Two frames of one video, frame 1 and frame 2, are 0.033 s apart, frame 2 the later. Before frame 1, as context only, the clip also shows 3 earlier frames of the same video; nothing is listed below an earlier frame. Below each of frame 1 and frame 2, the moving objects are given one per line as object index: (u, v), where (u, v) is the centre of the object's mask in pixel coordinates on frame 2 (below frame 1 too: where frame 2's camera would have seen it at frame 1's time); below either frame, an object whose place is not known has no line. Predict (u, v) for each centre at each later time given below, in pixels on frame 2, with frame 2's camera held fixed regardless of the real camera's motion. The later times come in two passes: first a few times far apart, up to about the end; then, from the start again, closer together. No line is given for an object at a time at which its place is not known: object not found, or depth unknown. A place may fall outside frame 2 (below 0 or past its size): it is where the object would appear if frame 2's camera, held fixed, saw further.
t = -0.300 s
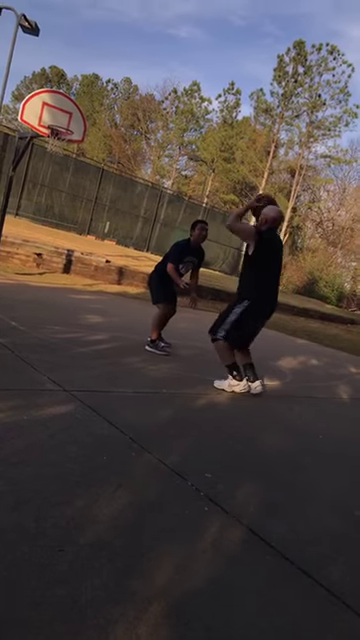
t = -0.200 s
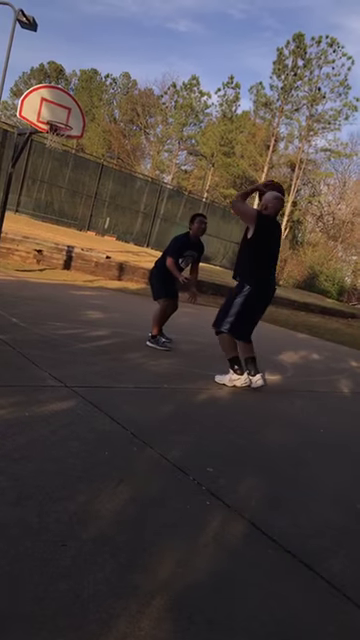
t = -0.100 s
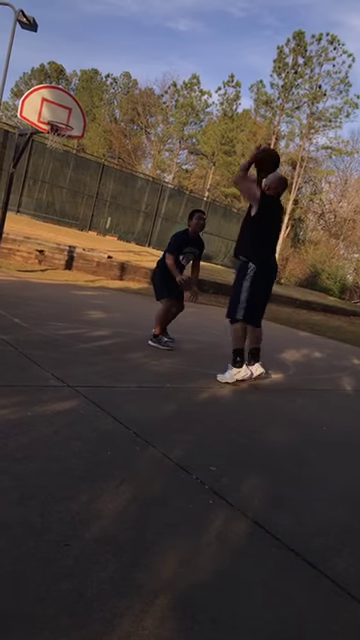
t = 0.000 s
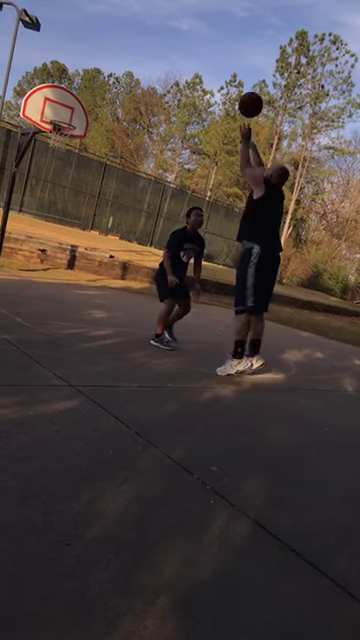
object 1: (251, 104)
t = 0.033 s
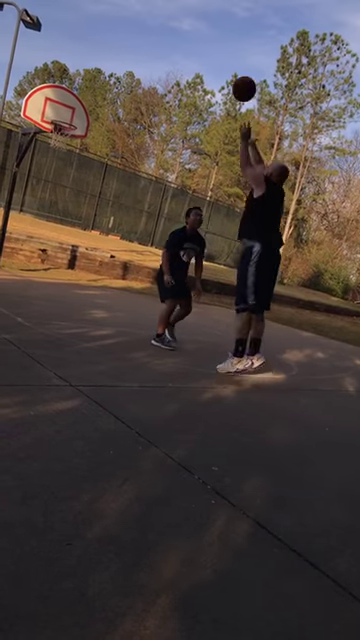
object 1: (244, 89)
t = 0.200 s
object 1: (208, 35)
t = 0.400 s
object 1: (169, 13)
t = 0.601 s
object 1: (132, 24)
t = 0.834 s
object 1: (93, 63)
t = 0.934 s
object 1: (77, 86)
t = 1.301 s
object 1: (65, 138)
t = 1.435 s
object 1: (55, 146)
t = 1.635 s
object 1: (35, 175)
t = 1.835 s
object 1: (12, 226)
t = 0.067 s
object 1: (236, 75)
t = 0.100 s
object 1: (229, 62)
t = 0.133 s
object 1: (222, 52)
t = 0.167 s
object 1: (215, 43)
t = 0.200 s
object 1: (208, 35)
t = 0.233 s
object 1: (201, 29)
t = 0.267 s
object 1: (194, 23)
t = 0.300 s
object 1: (188, 19)
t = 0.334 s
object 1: (181, 16)
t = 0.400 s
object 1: (169, 13)
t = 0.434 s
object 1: (162, 13)
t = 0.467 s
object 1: (156, 14)
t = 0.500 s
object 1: (150, 15)
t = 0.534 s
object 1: (144, 17)
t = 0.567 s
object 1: (138, 20)
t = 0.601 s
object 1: (132, 24)
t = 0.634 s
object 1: (127, 28)
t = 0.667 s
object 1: (121, 32)
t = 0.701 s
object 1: (115, 37)
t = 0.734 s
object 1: (109, 43)
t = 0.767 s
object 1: (104, 49)
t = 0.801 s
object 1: (99, 56)
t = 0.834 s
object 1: (93, 63)
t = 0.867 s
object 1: (88, 70)
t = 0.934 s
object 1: (77, 86)
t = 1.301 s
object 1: (65, 138)
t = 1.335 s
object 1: (63, 139)
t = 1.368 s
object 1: (60, 142)
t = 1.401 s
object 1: (57, 144)
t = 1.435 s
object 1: (55, 146)
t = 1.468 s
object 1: (53, 149)
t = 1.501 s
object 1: (49, 154)
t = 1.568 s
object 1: (42, 163)
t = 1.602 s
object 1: (39, 169)
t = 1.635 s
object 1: (35, 175)
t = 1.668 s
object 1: (31, 183)
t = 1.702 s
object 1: (27, 190)
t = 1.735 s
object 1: (22, 199)
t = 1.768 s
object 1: (18, 207)
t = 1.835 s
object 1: (12, 226)
